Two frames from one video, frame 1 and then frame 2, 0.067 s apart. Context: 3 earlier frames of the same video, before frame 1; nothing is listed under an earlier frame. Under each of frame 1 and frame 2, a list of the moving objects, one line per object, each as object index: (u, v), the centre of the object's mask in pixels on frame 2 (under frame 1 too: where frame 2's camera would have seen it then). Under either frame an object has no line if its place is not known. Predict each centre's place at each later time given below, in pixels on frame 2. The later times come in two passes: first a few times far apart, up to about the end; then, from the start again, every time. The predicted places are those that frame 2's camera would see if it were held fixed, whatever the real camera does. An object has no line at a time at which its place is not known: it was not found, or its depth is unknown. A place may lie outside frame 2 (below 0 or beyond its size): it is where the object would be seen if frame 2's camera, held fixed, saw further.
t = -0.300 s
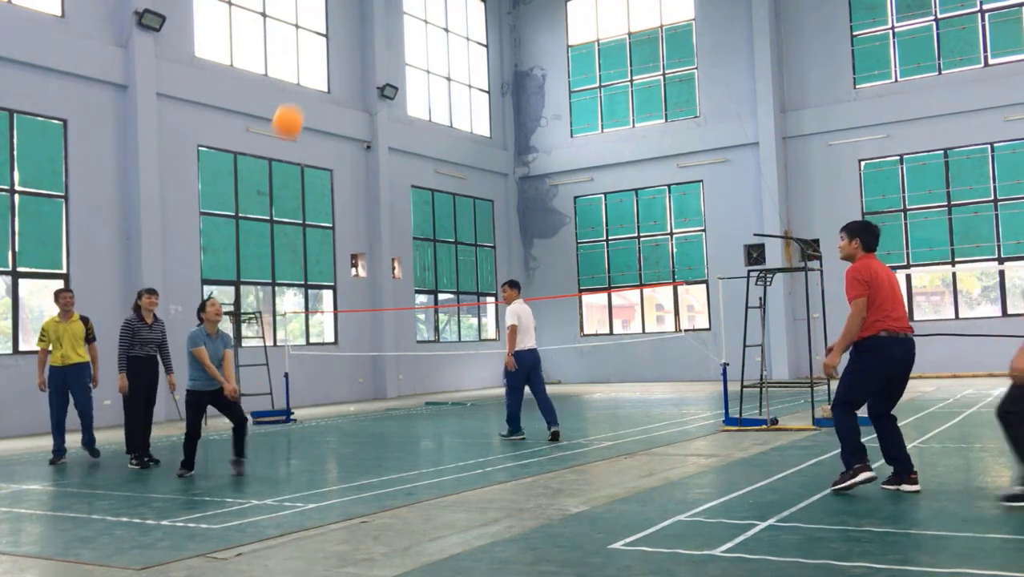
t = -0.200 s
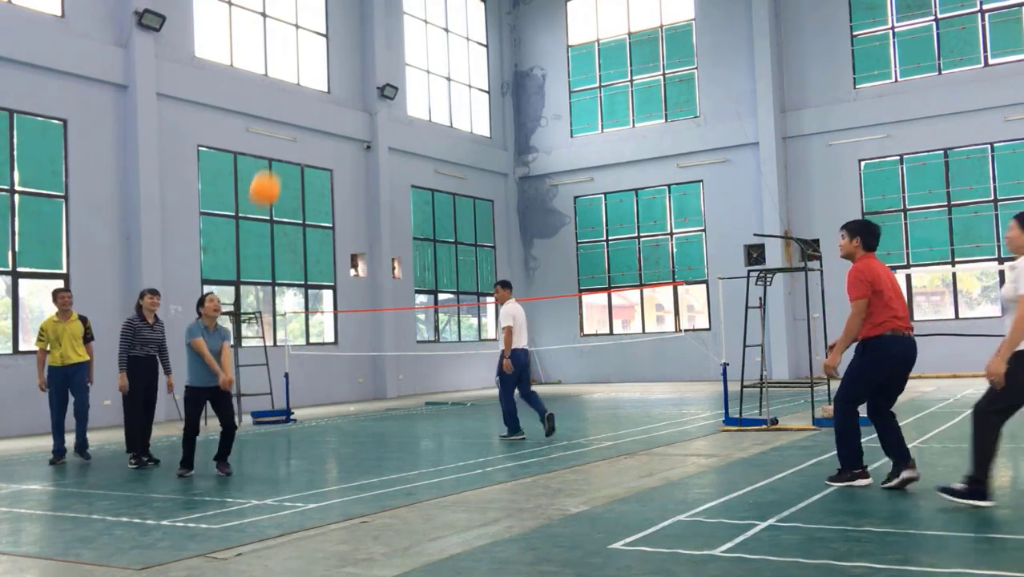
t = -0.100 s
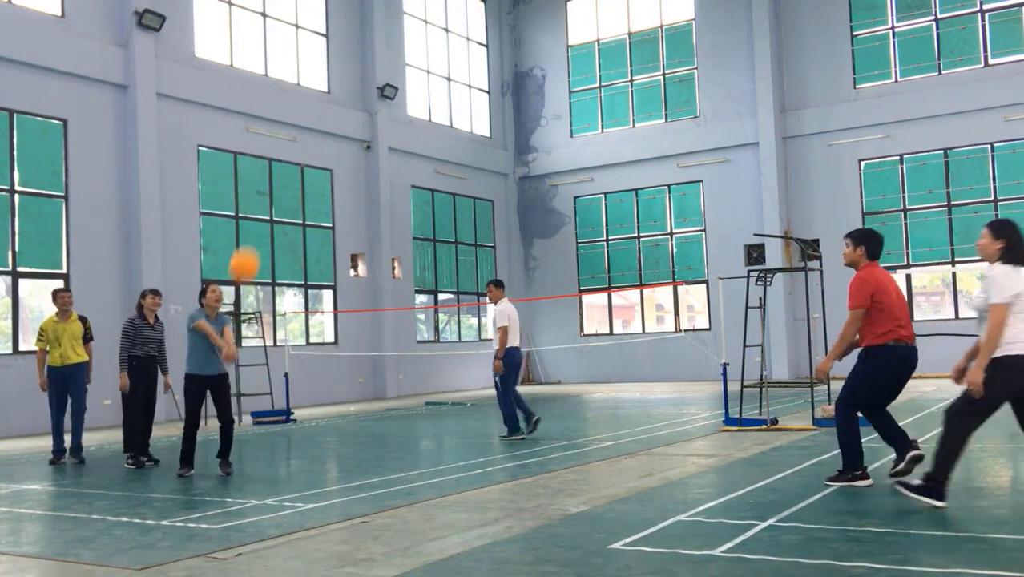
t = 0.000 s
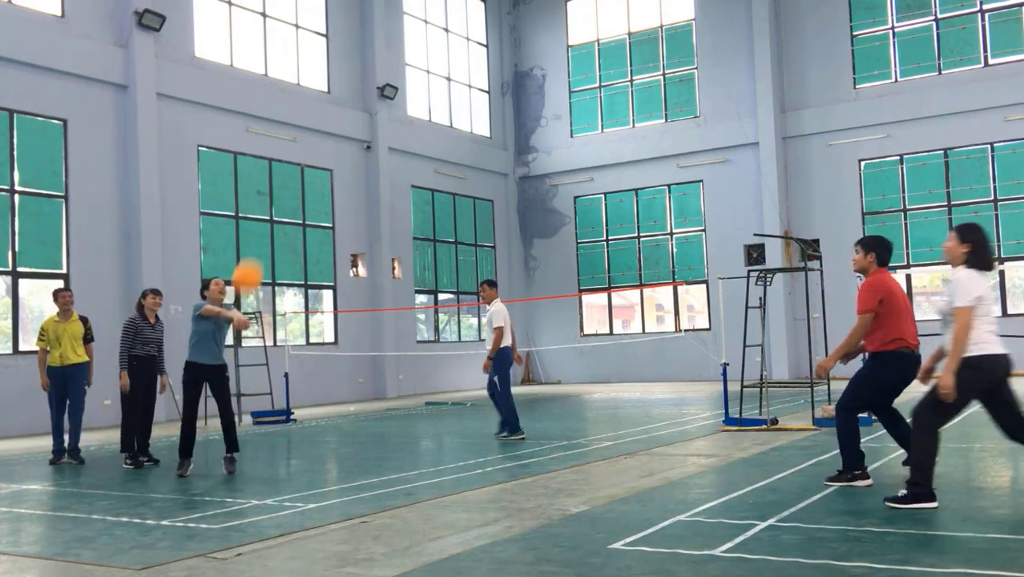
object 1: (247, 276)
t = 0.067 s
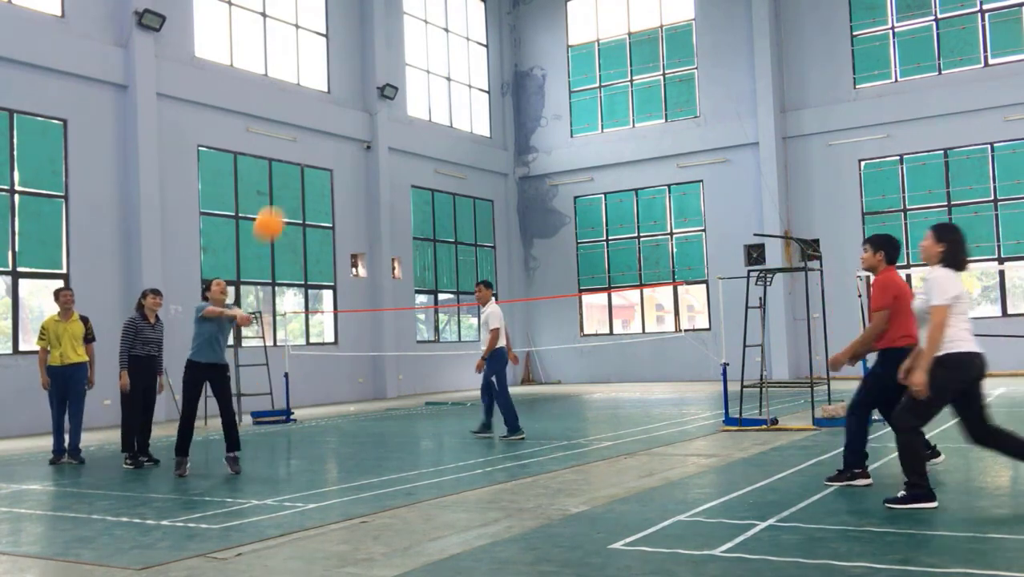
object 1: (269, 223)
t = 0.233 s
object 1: (322, 115)
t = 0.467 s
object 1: (391, 22)
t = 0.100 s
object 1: (280, 199)
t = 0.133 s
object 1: (290, 176)
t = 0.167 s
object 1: (301, 154)
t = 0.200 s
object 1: (312, 134)
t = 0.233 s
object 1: (322, 115)
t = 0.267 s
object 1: (333, 98)
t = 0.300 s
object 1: (343, 81)
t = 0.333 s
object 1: (353, 66)
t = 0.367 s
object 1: (363, 53)
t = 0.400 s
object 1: (373, 41)
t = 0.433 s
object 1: (383, 30)
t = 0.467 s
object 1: (391, 22)
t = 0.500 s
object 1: (401, 15)
